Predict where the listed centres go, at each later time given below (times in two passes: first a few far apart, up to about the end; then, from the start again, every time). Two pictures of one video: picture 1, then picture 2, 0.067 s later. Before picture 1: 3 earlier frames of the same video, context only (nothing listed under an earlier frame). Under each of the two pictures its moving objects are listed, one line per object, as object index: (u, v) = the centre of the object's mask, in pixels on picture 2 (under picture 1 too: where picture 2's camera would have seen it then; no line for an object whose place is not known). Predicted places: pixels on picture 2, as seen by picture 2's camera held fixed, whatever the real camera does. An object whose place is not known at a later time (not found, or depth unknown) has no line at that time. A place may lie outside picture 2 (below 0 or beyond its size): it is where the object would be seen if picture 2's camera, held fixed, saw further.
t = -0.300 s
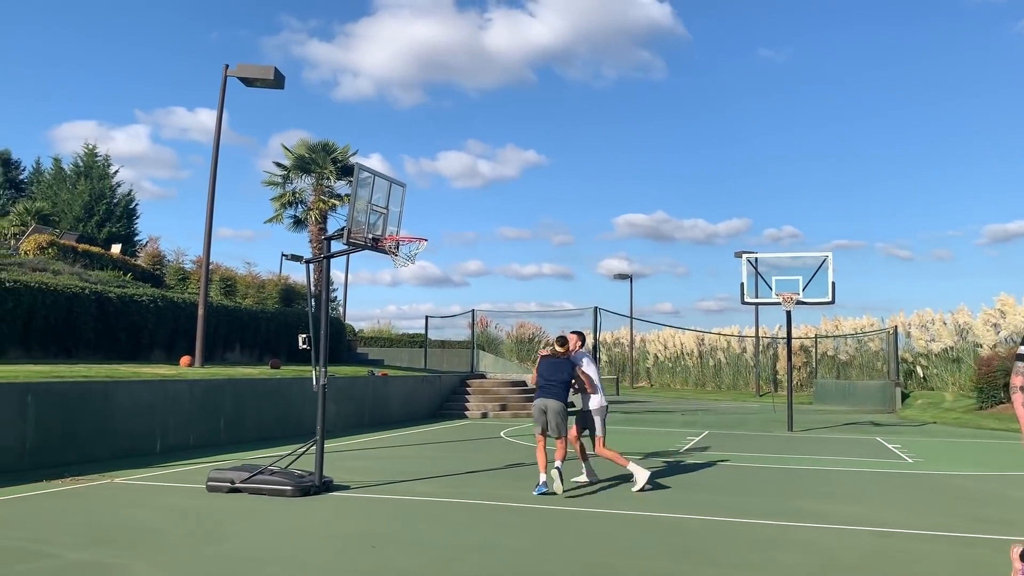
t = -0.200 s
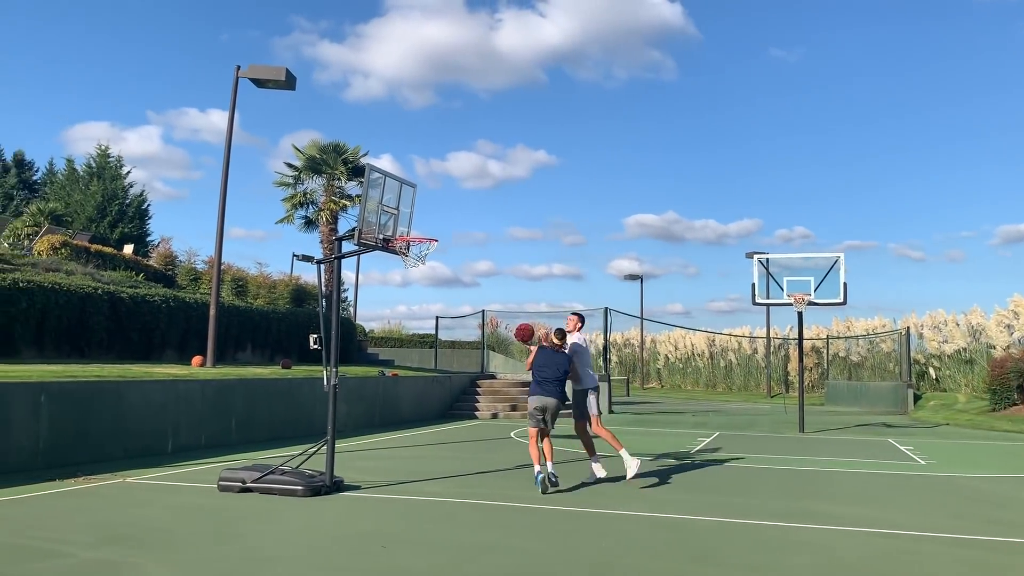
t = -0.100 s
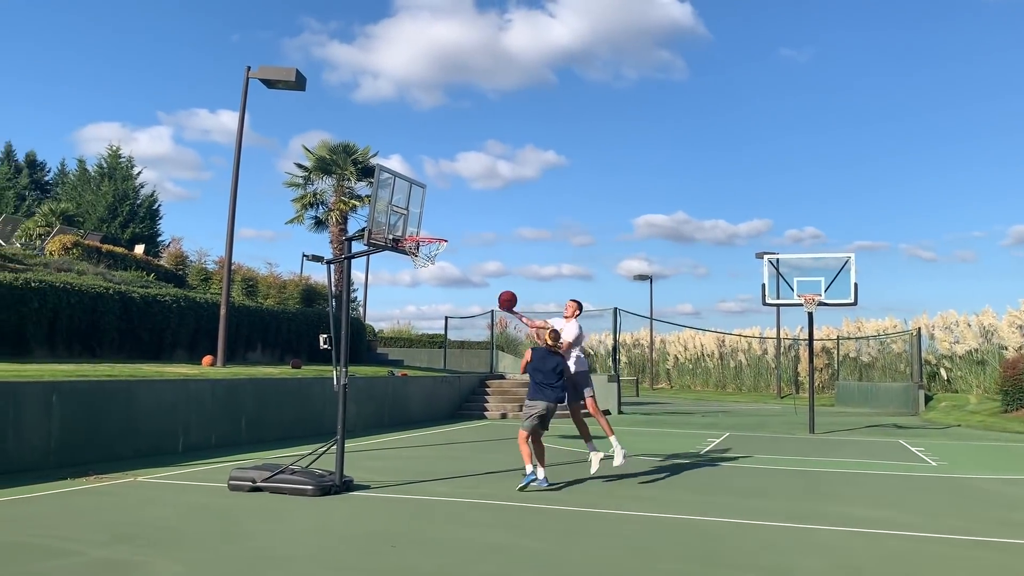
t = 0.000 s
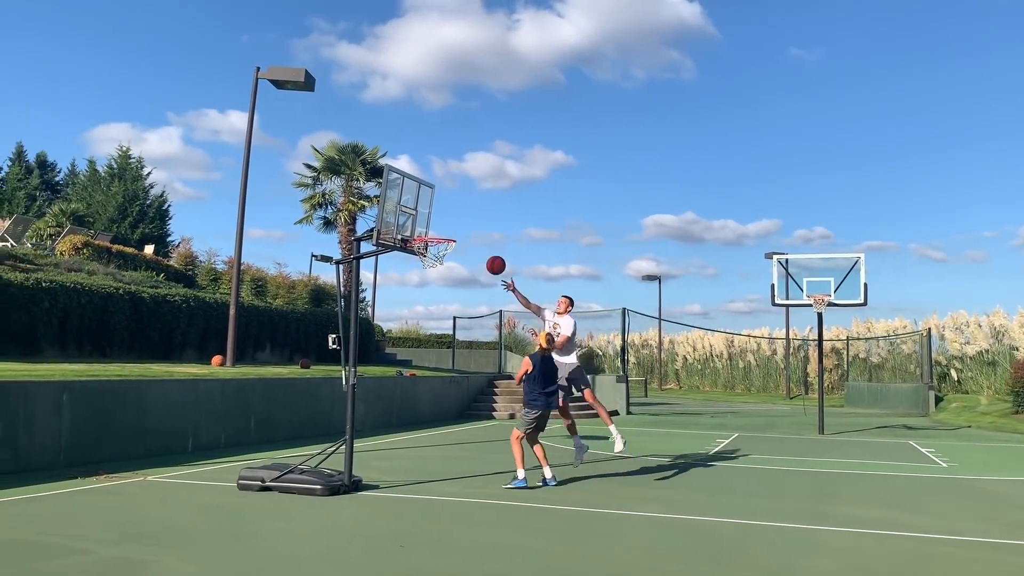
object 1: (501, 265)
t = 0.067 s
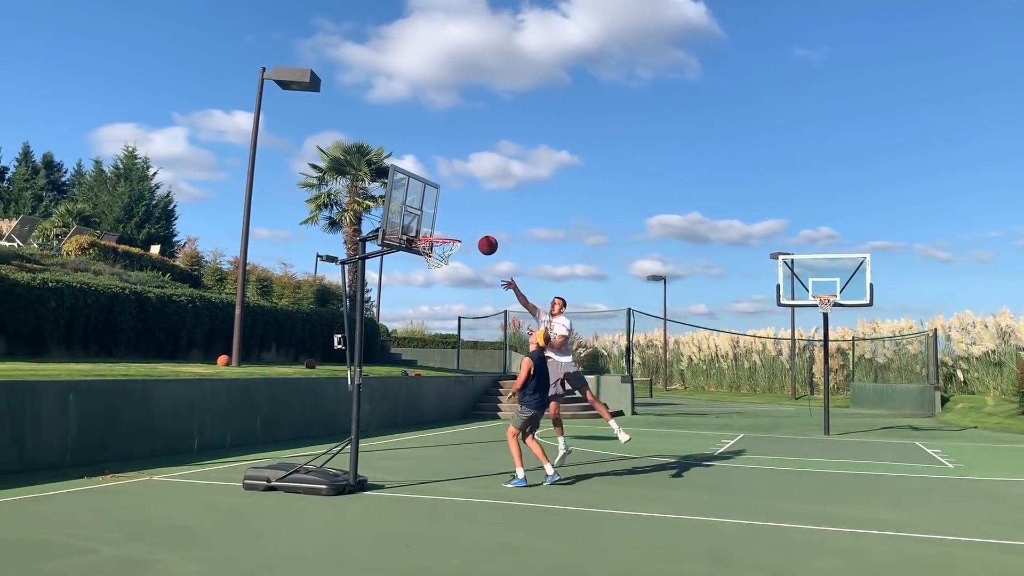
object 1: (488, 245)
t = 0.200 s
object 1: (460, 215)
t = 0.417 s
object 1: (444, 195)
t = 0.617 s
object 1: (444, 211)
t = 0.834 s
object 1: (435, 227)
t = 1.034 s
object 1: (430, 242)
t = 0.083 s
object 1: (484, 241)
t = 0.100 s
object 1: (481, 236)
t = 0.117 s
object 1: (477, 232)
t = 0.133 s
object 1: (474, 228)
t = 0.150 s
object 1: (470, 225)
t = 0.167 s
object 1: (467, 221)
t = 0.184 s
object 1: (463, 218)
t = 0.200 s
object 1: (460, 215)
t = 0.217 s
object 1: (456, 212)
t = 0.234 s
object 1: (453, 209)
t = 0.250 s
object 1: (449, 207)
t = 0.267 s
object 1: (445, 205)
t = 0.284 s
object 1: (443, 203)
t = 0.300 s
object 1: (443, 201)
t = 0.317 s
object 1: (443, 199)
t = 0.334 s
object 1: (444, 198)
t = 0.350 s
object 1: (444, 197)
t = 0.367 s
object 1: (444, 196)
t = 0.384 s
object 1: (444, 195)
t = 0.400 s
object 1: (444, 195)
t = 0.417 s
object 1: (444, 195)
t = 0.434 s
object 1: (444, 195)
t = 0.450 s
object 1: (444, 195)
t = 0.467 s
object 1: (444, 195)
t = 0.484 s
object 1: (444, 196)
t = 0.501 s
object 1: (444, 197)
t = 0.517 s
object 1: (444, 198)
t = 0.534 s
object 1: (444, 199)
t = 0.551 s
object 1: (444, 201)
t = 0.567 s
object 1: (444, 203)
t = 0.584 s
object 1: (444, 205)
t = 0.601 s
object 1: (444, 208)
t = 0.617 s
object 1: (444, 211)
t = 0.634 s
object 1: (444, 214)
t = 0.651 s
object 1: (444, 217)
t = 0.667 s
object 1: (444, 220)
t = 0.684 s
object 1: (444, 224)
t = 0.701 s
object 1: (445, 228)
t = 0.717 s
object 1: (444, 229)
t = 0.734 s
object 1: (443, 228)
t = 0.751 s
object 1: (441, 227)
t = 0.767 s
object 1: (440, 227)
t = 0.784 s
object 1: (439, 227)
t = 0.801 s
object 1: (438, 226)
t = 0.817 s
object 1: (436, 226)
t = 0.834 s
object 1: (435, 227)
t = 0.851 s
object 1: (434, 227)
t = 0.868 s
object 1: (433, 227)
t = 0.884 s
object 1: (431, 227)
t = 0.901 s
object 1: (430, 227)
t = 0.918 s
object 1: (429, 228)
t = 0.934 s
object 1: (428, 228)
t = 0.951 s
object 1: (428, 229)
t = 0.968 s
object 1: (429, 230)
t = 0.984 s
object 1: (429, 231)
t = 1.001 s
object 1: (429, 232)
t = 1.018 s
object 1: (431, 239)
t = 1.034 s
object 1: (430, 242)
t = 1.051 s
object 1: (430, 244)
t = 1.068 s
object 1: (430, 246)
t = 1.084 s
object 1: (430, 250)
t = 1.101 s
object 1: (430, 252)
